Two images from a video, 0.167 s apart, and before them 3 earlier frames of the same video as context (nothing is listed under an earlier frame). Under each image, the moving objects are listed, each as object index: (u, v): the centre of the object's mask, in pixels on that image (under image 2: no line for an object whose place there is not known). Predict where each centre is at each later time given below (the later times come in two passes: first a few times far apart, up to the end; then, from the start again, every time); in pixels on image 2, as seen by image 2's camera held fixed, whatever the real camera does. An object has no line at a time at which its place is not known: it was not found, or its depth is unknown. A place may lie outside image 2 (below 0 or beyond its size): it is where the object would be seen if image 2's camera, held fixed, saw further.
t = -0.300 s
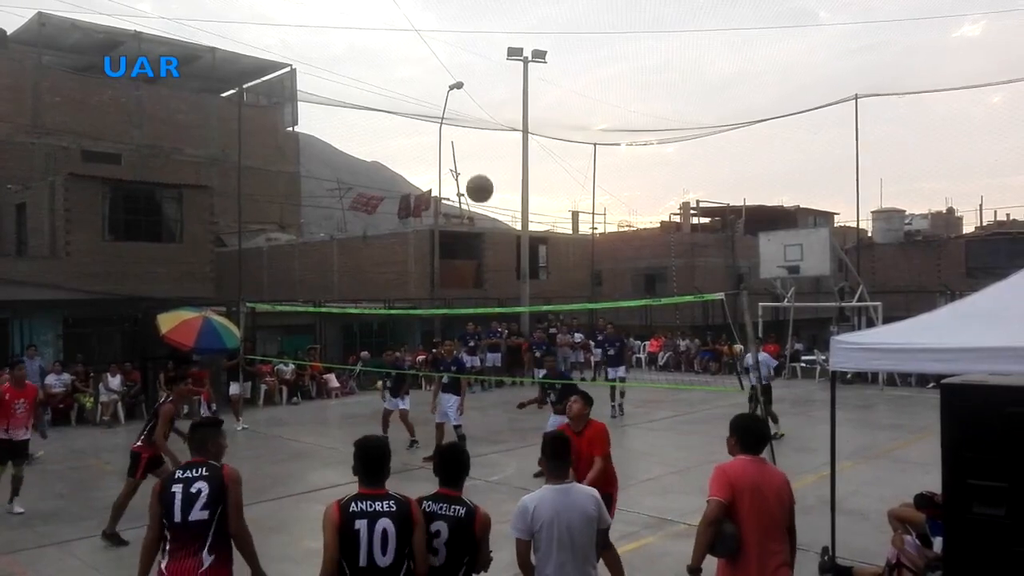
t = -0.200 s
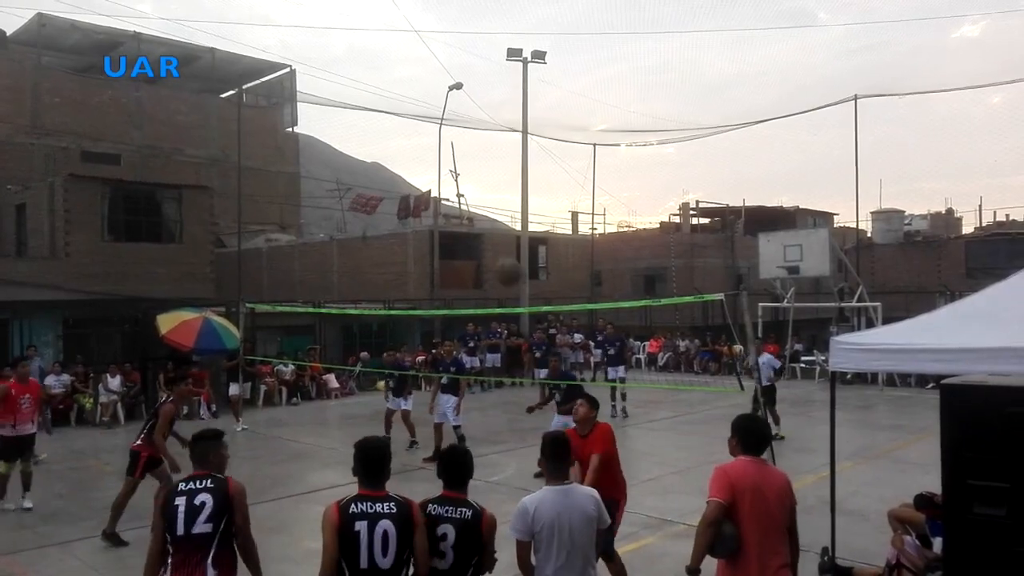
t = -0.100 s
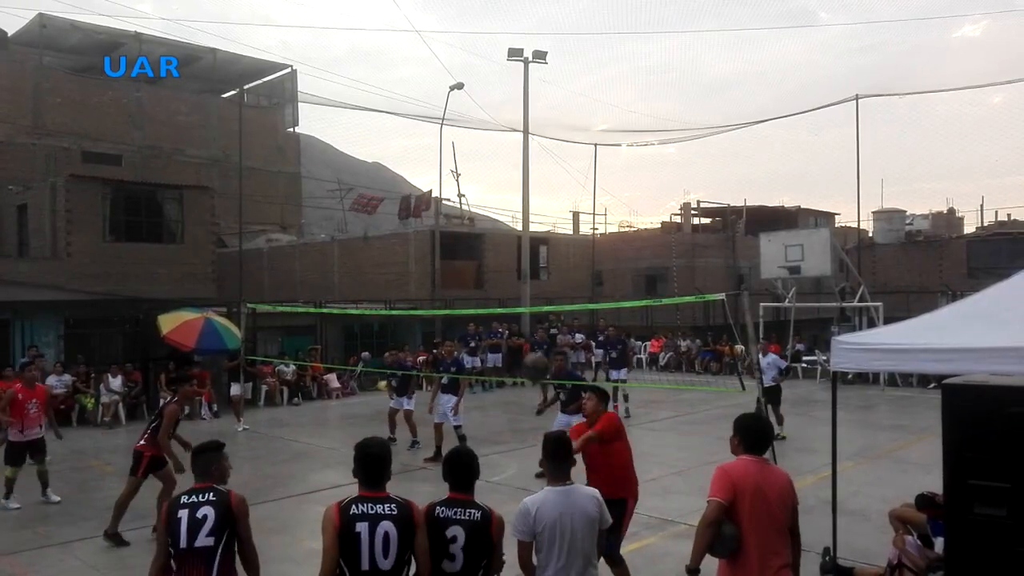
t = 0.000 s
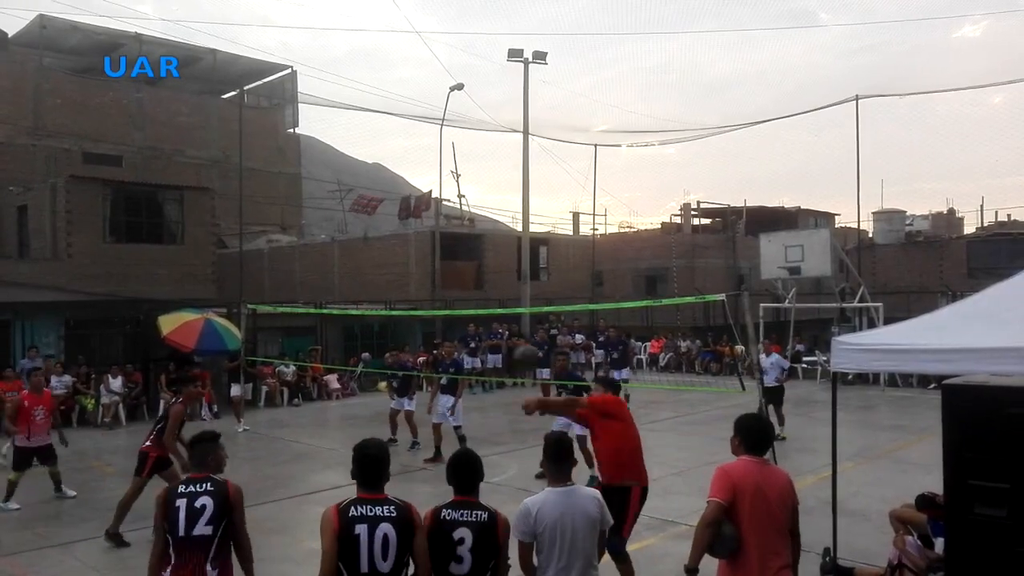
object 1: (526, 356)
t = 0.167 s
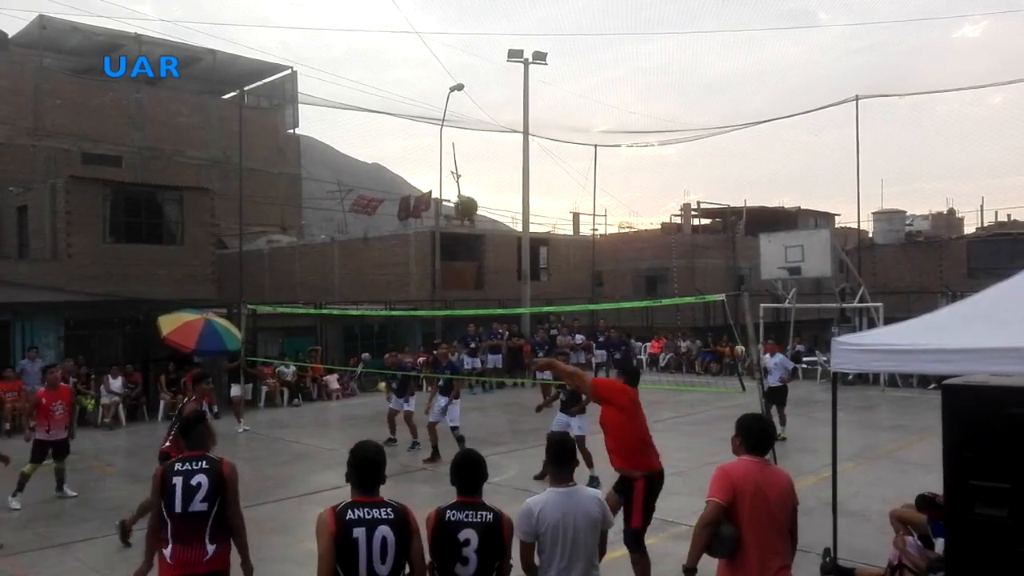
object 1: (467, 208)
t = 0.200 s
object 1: (455, 184)
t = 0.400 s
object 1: (402, 87)
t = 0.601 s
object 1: (361, 43)
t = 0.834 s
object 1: (322, 42)
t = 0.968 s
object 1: (304, 60)
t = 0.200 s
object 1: (455, 184)
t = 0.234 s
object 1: (445, 164)
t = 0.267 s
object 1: (436, 145)
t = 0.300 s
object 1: (427, 128)
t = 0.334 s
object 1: (418, 112)
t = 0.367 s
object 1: (410, 99)
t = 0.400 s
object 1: (402, 87)
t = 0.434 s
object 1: (394, 76)
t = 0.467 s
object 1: (387, 67)
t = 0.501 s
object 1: (380, 59)
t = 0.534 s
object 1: (374, 53)
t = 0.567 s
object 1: (367, 47)
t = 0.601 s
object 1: (361, 43)
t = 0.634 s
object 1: (355, 40)
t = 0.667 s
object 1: (349, 38)
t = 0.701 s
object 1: (344, 37)
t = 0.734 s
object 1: (338, 37)
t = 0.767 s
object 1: (333, 37)
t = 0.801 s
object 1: (328, 39)
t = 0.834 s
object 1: (322, 42)
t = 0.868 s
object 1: (318, 45)
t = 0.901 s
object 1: (313, 49)
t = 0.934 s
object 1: (308, 55)
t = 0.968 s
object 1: (304, 60)
